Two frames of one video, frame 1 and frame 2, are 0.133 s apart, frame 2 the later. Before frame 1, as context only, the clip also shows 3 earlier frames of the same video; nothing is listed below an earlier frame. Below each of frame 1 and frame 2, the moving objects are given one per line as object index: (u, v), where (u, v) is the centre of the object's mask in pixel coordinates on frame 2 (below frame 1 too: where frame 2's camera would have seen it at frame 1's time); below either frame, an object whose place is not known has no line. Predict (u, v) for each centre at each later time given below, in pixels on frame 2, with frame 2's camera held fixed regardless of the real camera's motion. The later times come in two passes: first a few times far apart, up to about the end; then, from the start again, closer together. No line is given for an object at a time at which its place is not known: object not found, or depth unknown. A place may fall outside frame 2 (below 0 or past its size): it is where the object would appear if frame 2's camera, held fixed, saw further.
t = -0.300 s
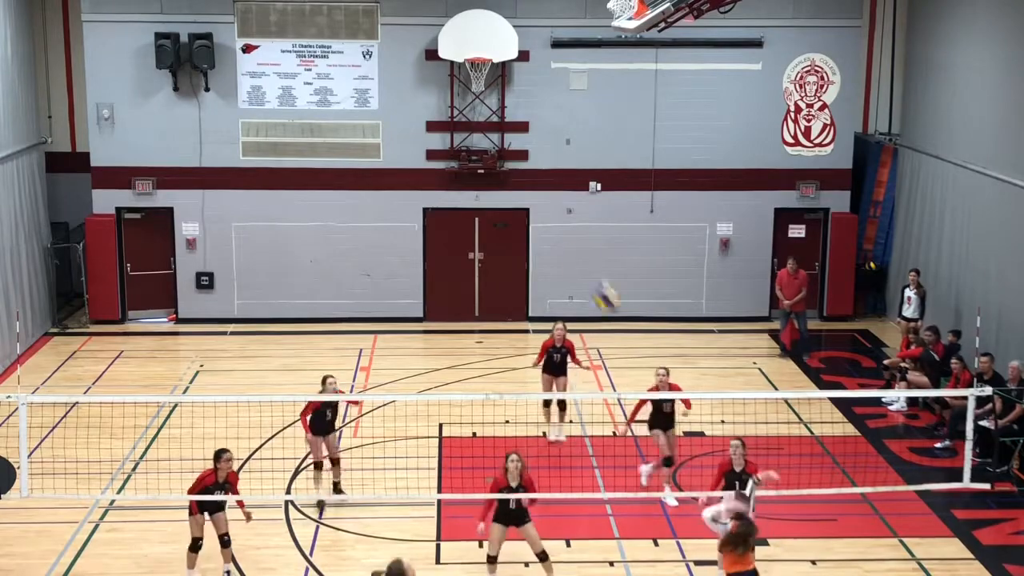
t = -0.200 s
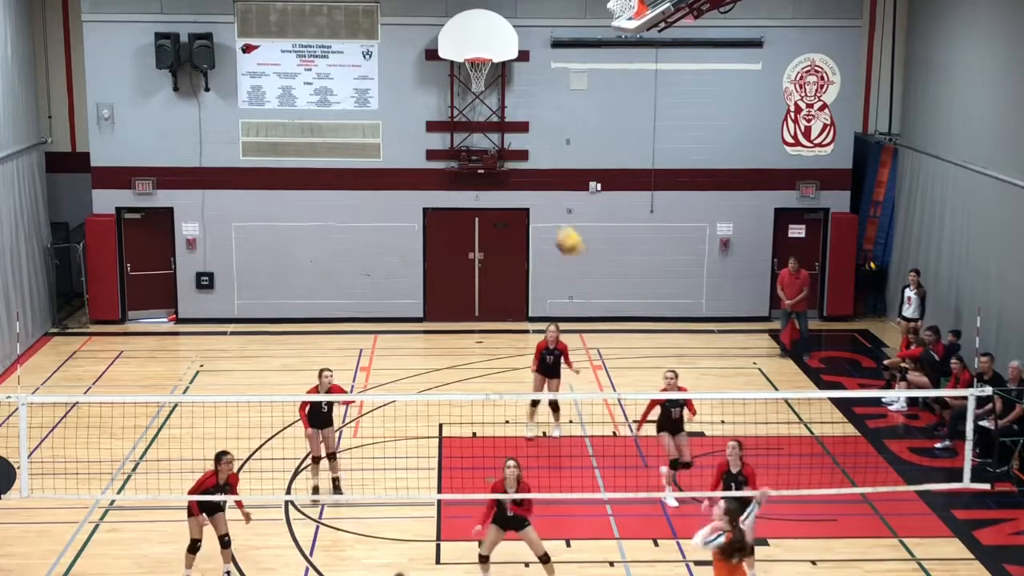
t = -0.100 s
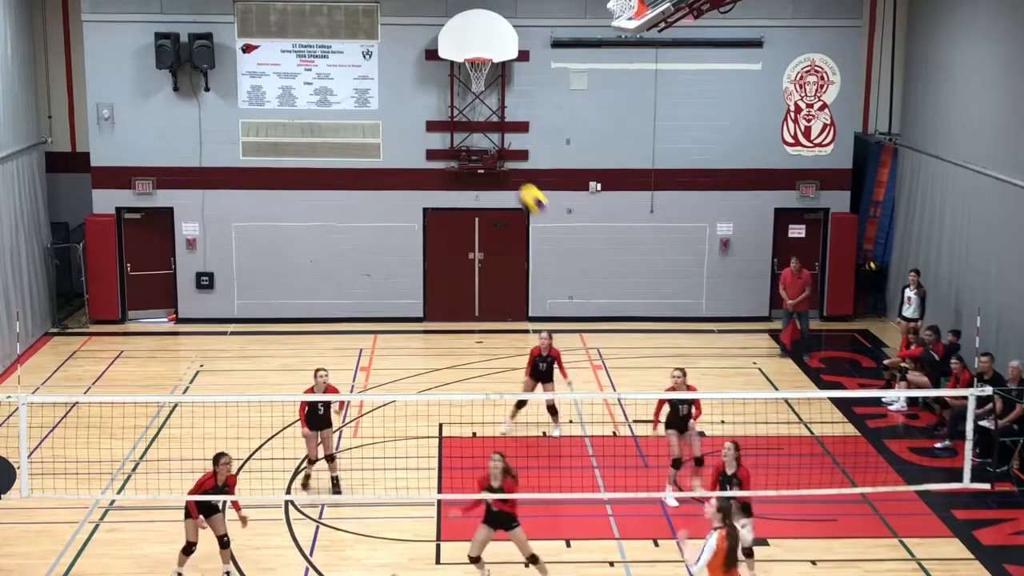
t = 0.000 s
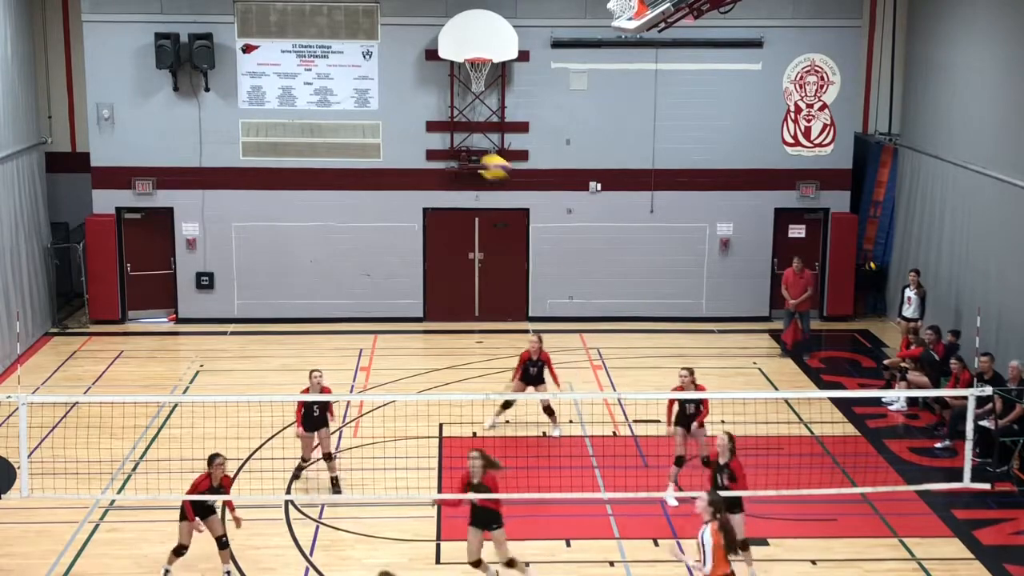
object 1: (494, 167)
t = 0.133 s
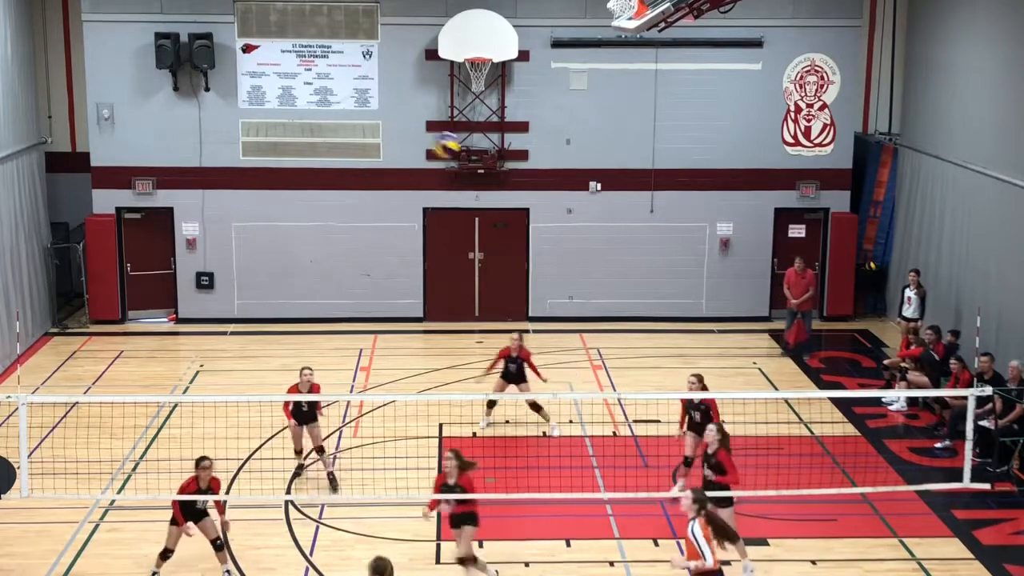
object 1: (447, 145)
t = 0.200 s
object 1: (420, 141)
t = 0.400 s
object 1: (344, 161)
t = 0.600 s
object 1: (275, 229)
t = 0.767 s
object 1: (220, 320)
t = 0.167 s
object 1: (434, 142)
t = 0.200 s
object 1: (420, 141)
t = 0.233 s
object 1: (407, 141)
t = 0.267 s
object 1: (395, 142)
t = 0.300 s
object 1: (383, 144)
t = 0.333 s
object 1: (370, 148)
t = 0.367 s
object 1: (357, 154)
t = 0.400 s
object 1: (344, 161)
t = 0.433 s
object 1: (332, 168)
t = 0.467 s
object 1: (319, 177)
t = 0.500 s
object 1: (308, 189)
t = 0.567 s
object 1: (287, 215)
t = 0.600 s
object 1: (275, 229)
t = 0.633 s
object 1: (264, 244)
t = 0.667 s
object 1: (252, 262)
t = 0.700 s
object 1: (241, 281)
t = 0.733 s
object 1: (231, 300)
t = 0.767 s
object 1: (220, 320)
